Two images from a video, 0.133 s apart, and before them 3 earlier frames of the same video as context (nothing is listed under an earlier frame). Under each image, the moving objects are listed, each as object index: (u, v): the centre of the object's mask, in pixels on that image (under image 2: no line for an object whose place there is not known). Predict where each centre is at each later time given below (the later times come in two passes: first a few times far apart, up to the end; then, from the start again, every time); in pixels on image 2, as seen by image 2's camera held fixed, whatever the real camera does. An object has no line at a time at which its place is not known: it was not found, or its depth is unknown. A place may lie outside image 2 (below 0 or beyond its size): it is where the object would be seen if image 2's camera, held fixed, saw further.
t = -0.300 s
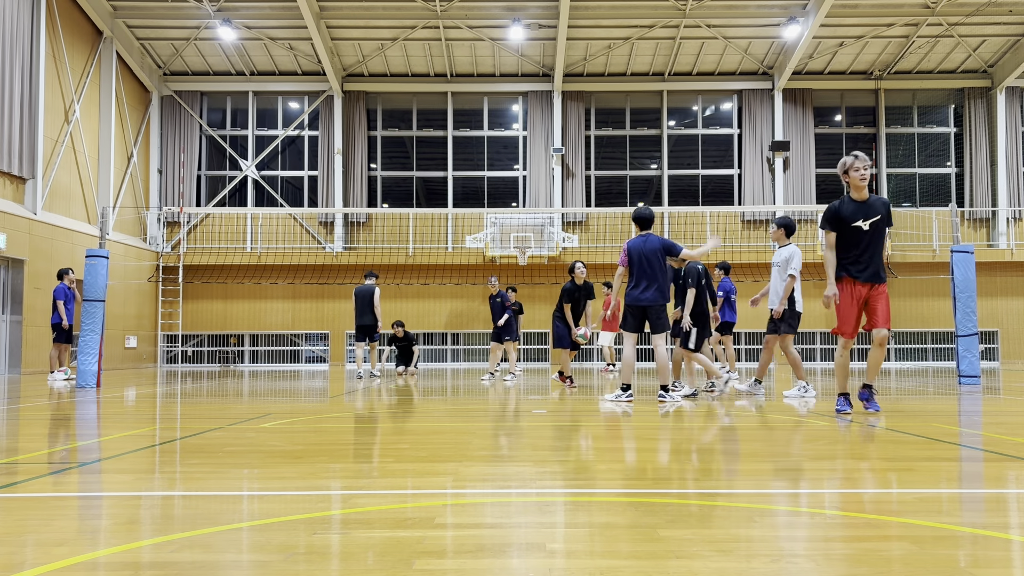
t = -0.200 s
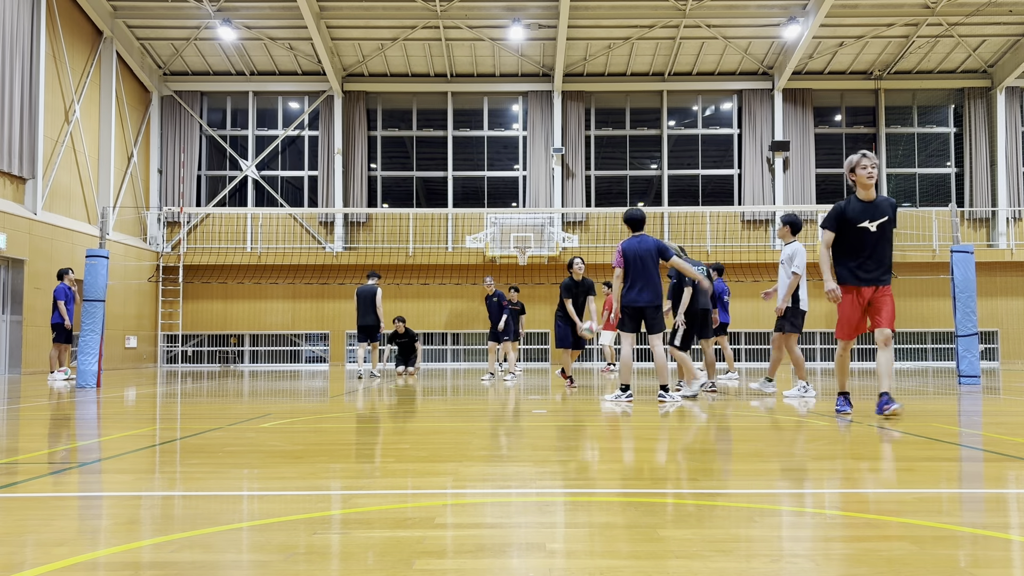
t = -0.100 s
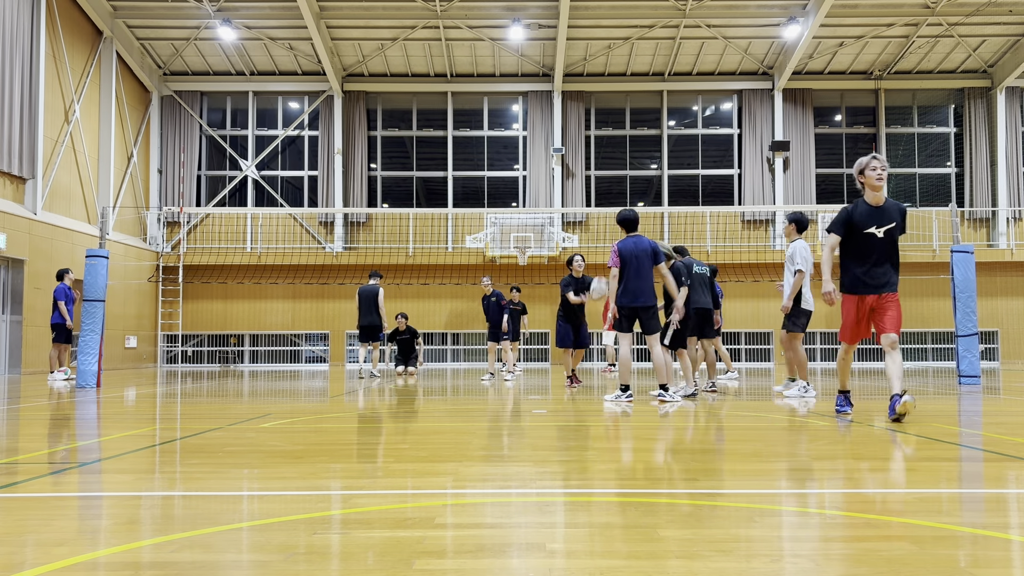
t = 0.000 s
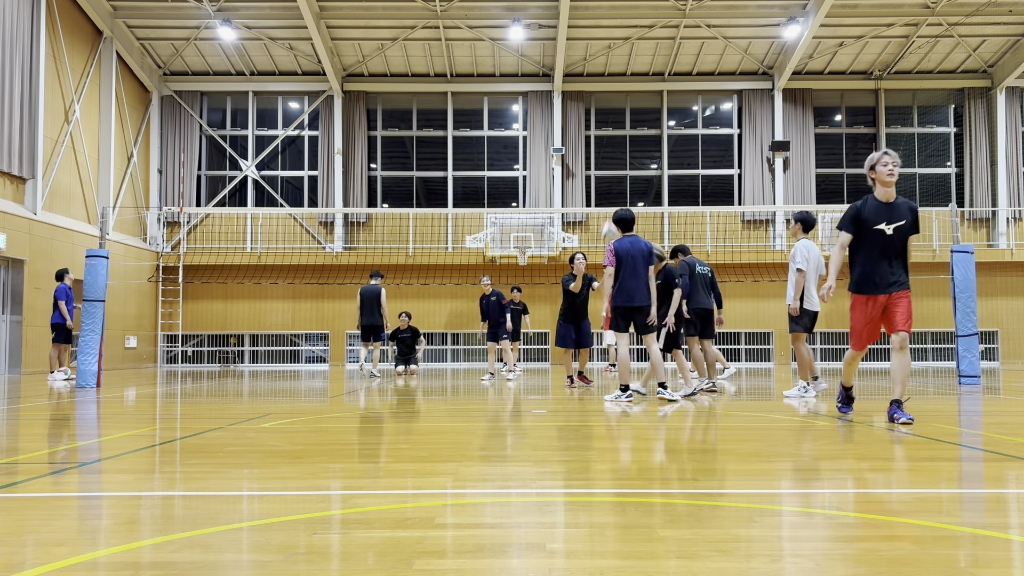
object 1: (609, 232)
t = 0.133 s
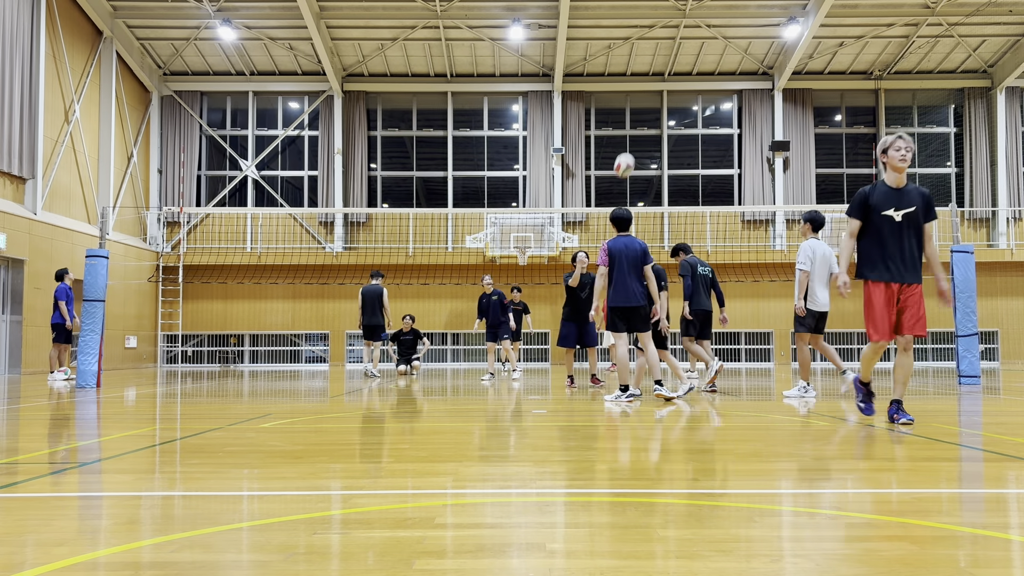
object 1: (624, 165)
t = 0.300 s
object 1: (645, 96)
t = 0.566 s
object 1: (685, 27)
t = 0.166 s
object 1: (628, 150)
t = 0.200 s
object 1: (633, 136)
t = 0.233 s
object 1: (637, 121)
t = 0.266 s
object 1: (641, 109)
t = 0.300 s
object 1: (645, 96)
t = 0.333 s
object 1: (650, 84)
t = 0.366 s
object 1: (655, 72)
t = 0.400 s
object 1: (660, 63)
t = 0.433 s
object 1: (665, 54)
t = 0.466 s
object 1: (670, 45)
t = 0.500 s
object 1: (674, 38)
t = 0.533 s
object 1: (680, 32)
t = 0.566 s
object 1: (685, 27)
